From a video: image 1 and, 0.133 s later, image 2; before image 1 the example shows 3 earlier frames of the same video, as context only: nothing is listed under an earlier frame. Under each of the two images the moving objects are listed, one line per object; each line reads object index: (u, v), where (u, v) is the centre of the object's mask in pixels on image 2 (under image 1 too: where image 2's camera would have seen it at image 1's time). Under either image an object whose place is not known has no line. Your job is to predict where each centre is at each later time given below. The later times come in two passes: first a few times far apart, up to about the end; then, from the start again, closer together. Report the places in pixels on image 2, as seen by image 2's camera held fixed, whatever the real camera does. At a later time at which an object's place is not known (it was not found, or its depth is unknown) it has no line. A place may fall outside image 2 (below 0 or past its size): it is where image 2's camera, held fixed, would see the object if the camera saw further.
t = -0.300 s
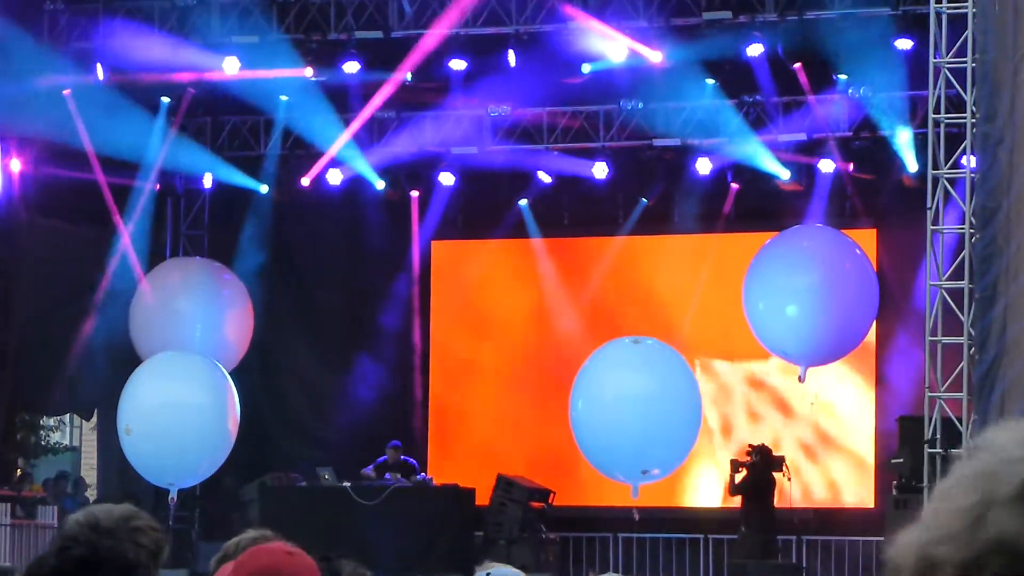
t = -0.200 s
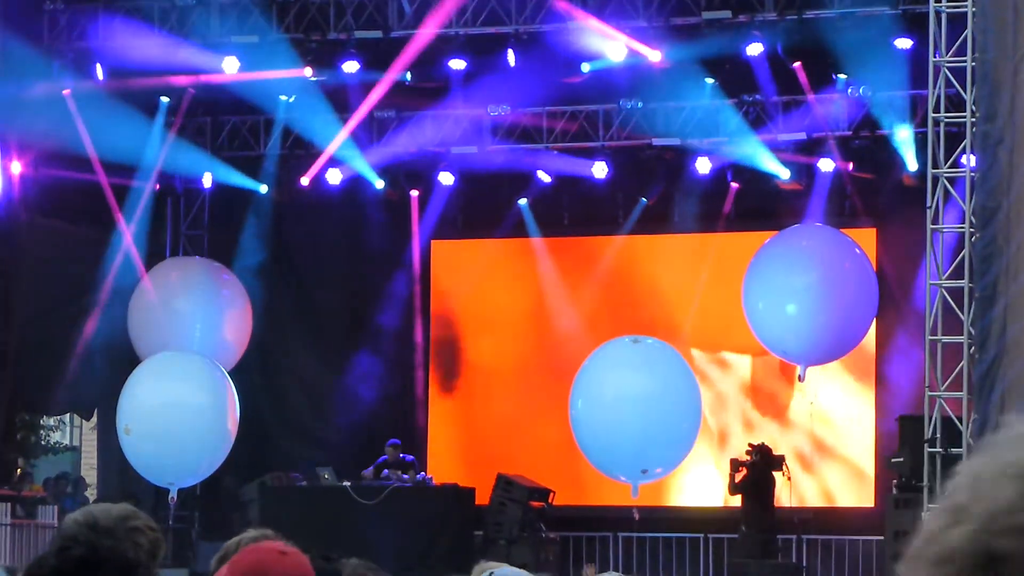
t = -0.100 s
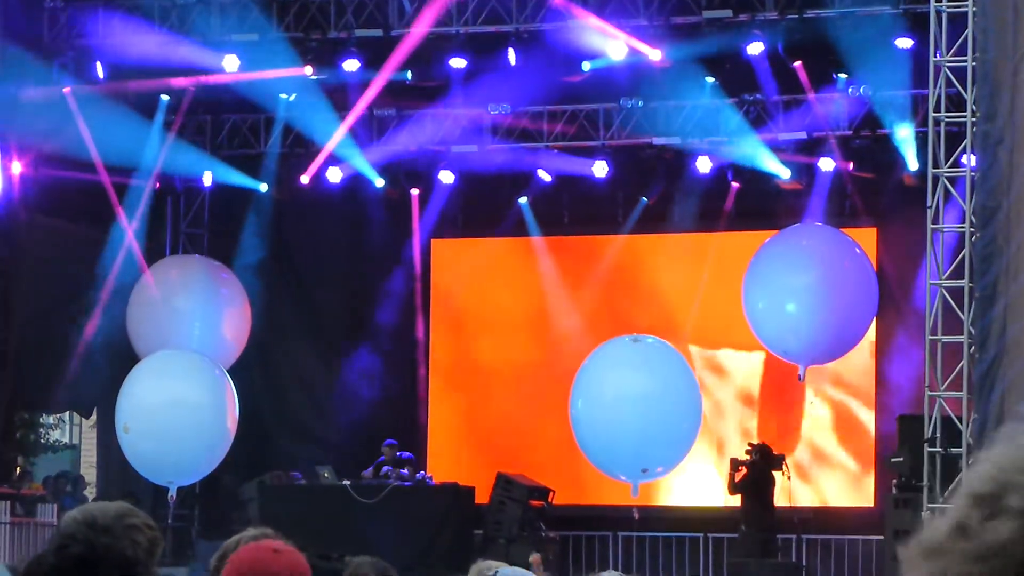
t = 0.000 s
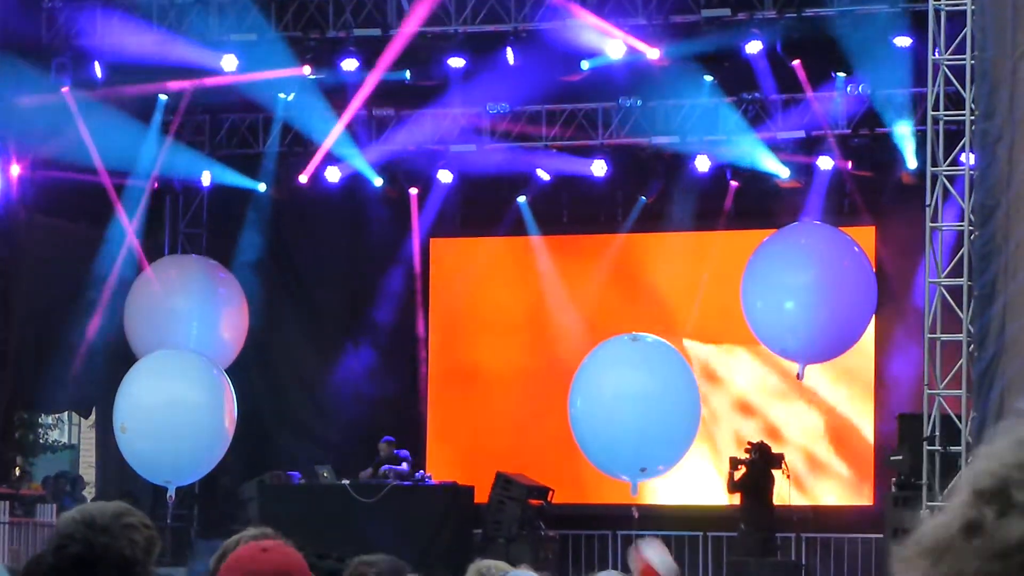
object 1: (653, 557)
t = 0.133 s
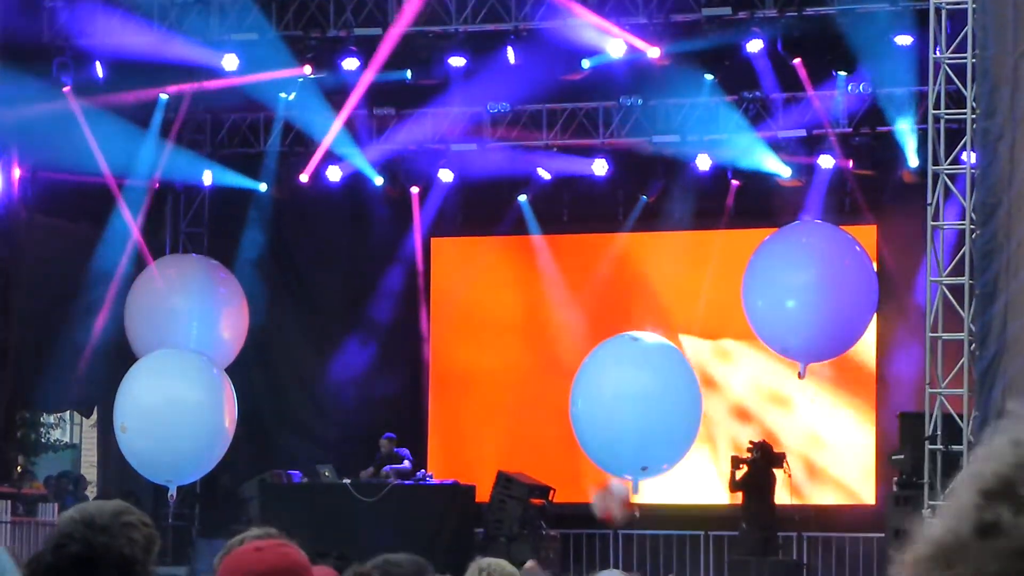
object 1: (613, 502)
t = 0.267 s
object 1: (573, 451)
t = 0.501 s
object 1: (524, 411)
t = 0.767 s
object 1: (473, 421)
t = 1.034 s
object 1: (426, 487)
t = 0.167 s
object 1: (601, 486)
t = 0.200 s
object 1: (591, 472)
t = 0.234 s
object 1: (583, 462)
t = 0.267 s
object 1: (573, 451)
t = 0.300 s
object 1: (566, 442)
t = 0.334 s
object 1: (558, 434)
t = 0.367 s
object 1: (550, 428)
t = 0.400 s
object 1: (542, 421)
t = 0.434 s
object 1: (536, 416)
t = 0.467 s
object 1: (530, 413)
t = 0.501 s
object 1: (524, 411)
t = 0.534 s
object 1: (518, 410)
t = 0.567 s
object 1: (511, 409)
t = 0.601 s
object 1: (505, 409)
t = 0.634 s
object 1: (499, 409)
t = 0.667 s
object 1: (493, 411)
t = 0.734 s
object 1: (480, 417)
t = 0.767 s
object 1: (473, 421)
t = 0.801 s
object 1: (468, 427)
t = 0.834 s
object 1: (462, 433)
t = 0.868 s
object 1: (456, 440)
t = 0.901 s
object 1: (450, 448)
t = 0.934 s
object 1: (444, 455)
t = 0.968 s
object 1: (437, 465)
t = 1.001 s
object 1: (432, 476)
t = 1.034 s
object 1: (426, 487)
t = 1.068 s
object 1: (421, 498)
